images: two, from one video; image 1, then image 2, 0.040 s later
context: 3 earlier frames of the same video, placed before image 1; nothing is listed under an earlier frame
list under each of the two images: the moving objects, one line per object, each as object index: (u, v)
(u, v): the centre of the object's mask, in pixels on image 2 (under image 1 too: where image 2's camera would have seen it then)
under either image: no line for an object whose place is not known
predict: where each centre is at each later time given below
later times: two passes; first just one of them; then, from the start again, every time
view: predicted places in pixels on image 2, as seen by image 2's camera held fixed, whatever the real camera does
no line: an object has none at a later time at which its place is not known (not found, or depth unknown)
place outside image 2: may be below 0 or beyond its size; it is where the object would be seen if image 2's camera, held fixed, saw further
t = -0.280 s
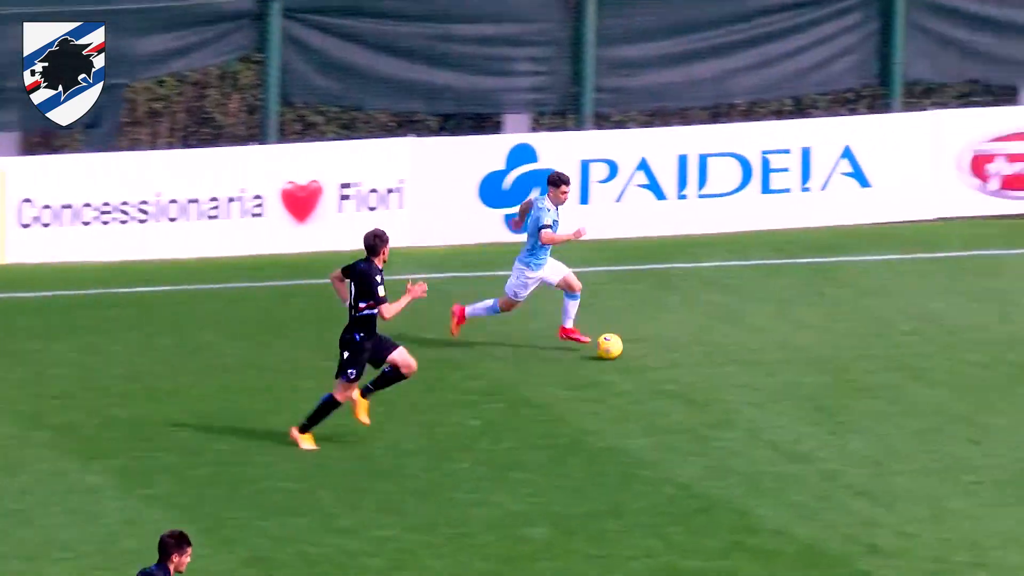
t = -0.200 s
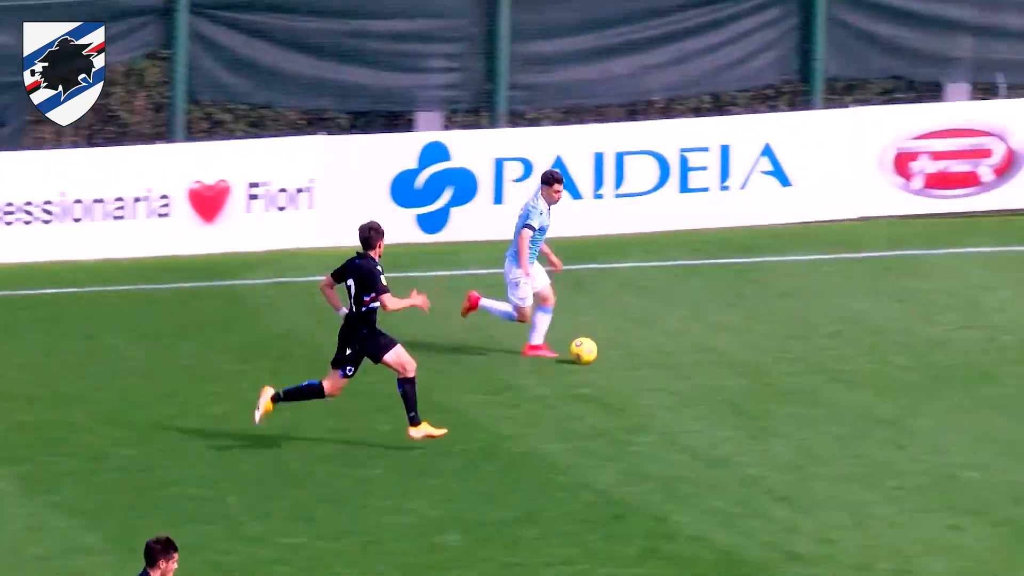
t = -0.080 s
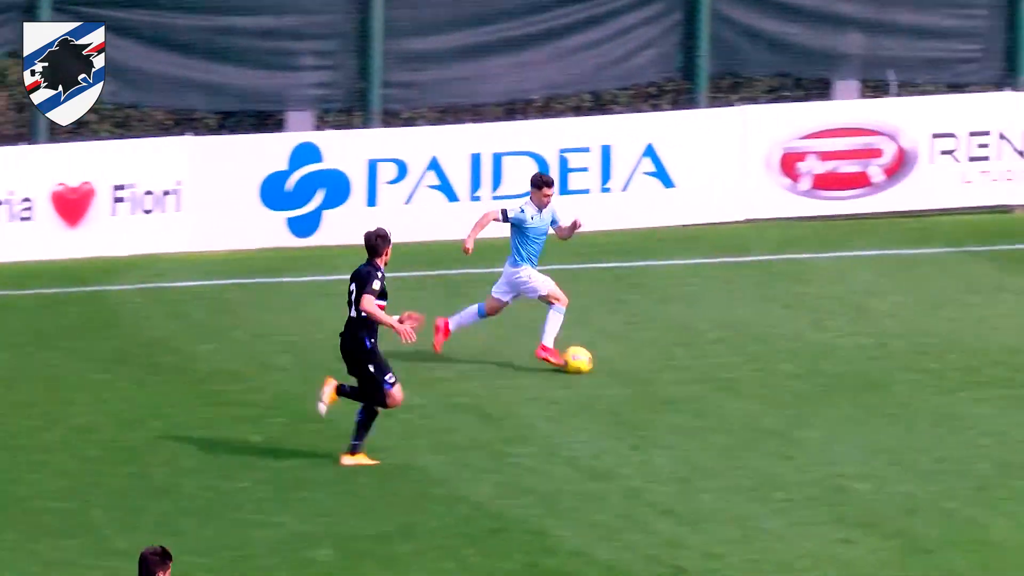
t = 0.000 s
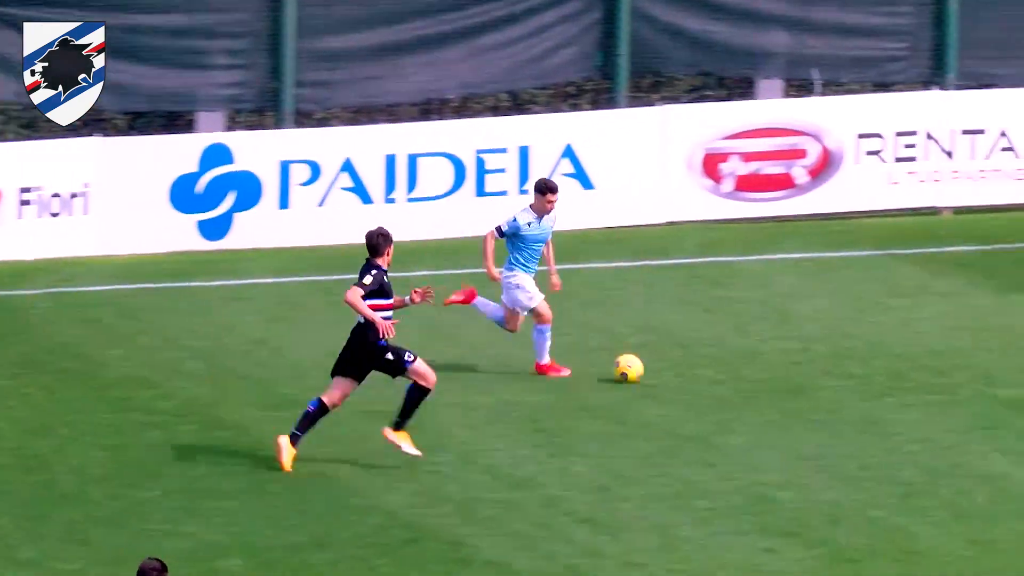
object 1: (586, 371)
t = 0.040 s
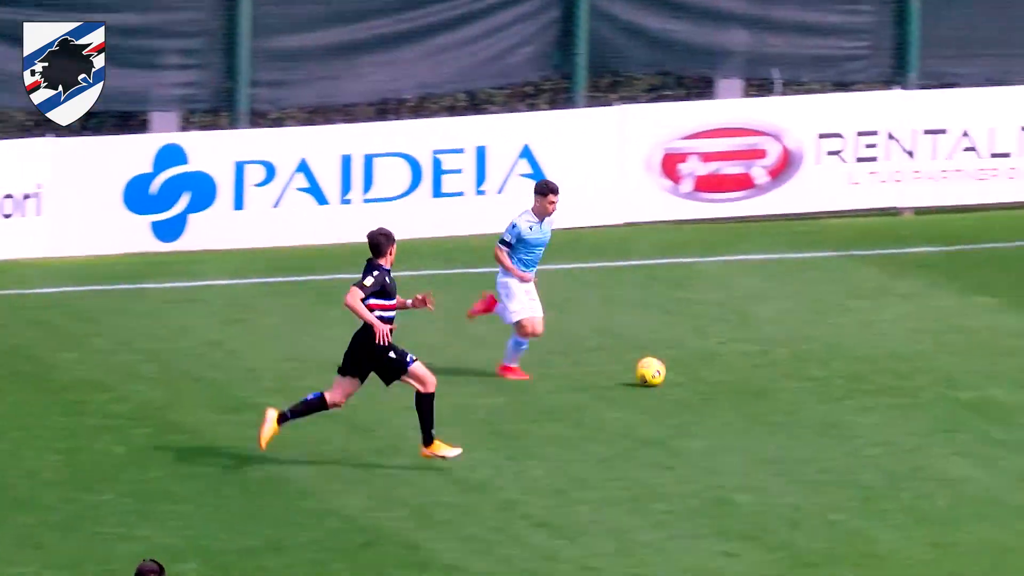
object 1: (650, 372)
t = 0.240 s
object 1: (927, 383)
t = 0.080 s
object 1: (713, 375)
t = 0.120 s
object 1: (775, 378)
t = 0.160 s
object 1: (827, 380)
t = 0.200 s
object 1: (878, 381)
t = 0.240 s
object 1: (927, 383)
